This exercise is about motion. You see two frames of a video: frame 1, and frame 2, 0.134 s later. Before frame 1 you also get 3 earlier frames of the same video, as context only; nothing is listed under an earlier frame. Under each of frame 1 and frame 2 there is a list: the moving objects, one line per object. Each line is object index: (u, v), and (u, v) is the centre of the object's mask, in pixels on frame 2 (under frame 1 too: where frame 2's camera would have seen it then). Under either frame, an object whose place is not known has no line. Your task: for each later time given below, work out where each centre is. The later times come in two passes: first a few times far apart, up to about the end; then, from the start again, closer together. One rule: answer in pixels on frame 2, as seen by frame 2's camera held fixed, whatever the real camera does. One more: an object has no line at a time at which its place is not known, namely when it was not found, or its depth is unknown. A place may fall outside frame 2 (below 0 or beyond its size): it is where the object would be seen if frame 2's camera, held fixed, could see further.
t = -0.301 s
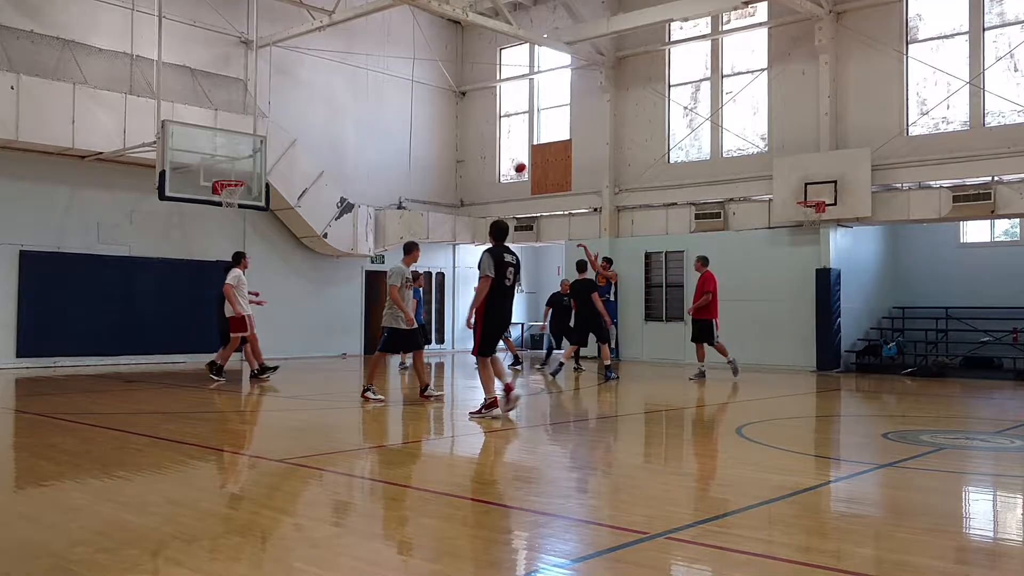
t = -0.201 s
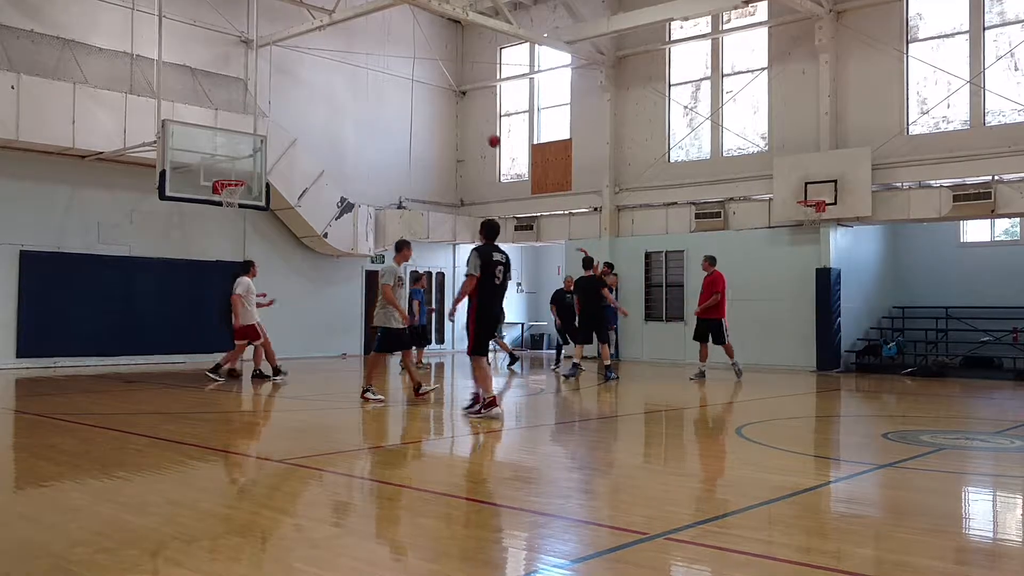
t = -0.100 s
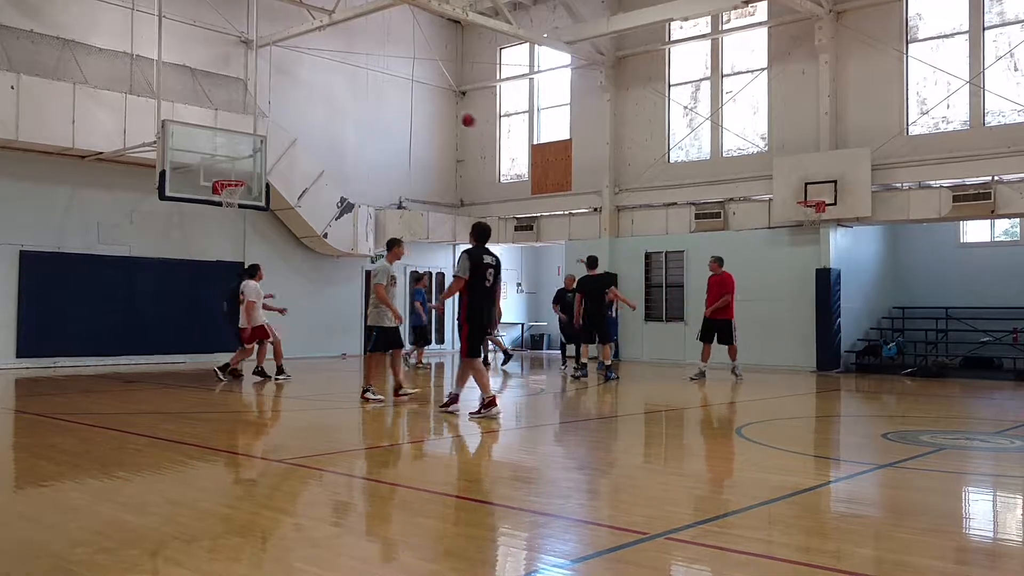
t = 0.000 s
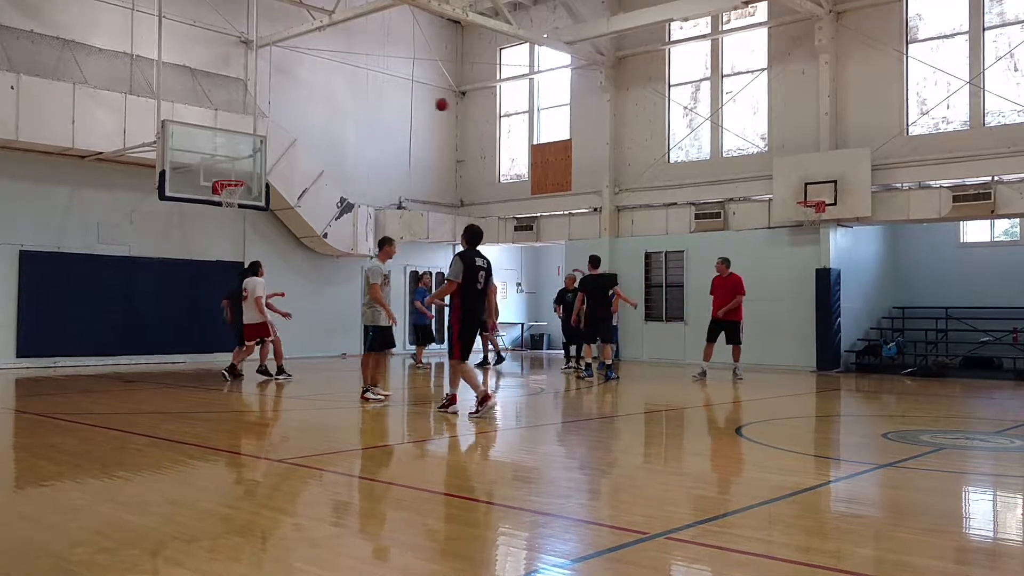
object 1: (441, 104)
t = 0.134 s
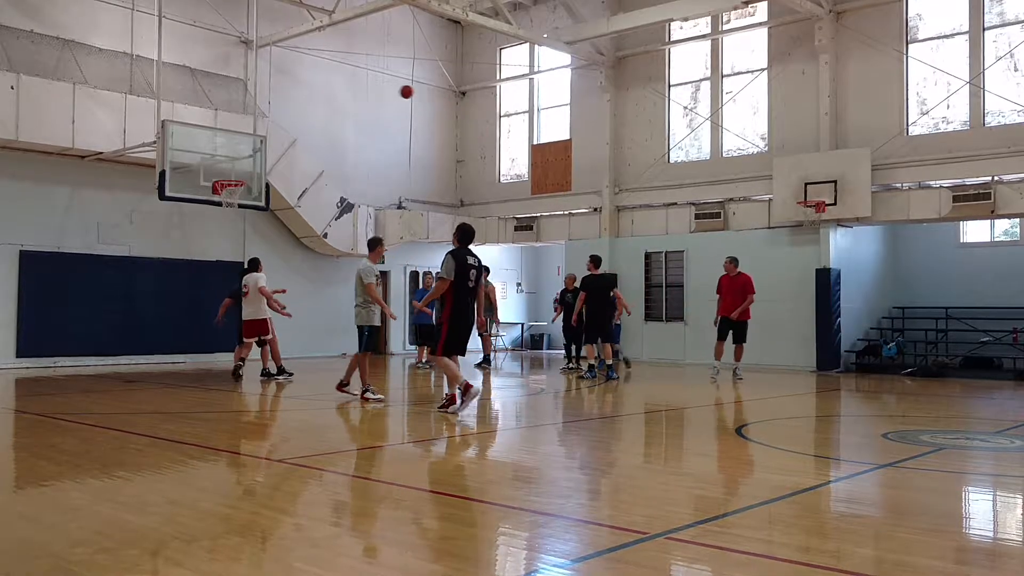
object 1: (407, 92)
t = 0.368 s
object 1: (343, 94)
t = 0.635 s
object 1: (269, 135)
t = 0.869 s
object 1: (231, 173)
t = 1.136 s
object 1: (221, 174)
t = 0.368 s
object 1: (343, 94)
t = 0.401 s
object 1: (334, 97)
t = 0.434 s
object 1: (325, 100)
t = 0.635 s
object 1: (269, 135)
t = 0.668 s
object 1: (260, 143)
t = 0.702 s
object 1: (250, 152)
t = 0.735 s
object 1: (240, 161)
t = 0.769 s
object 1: (235, 168)
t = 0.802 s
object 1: (233, 174)
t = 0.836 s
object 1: (232, 175)
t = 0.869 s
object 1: (231, 173)
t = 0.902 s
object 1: (230, 171)
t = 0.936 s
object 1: (229, 170)
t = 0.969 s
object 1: (227, 169)
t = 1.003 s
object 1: (226, 169)
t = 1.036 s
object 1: (225, 169)
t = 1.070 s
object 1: (224, 170)
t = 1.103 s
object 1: (222, 172)
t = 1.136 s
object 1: (221, 174)
